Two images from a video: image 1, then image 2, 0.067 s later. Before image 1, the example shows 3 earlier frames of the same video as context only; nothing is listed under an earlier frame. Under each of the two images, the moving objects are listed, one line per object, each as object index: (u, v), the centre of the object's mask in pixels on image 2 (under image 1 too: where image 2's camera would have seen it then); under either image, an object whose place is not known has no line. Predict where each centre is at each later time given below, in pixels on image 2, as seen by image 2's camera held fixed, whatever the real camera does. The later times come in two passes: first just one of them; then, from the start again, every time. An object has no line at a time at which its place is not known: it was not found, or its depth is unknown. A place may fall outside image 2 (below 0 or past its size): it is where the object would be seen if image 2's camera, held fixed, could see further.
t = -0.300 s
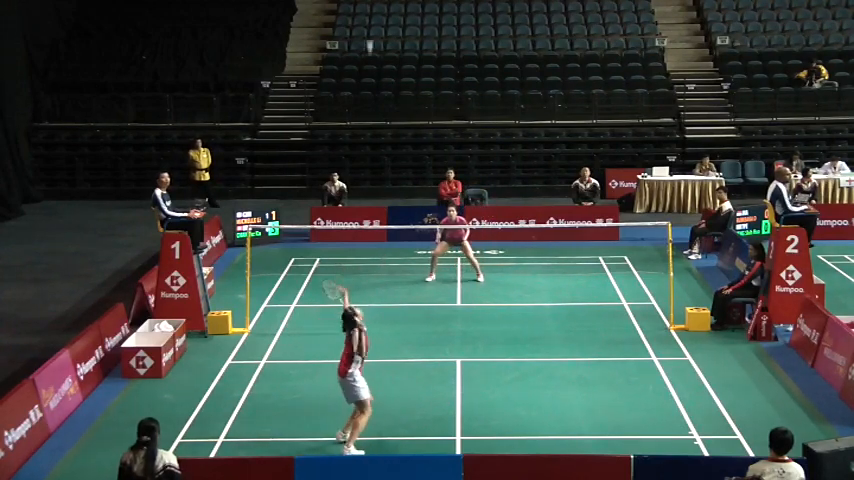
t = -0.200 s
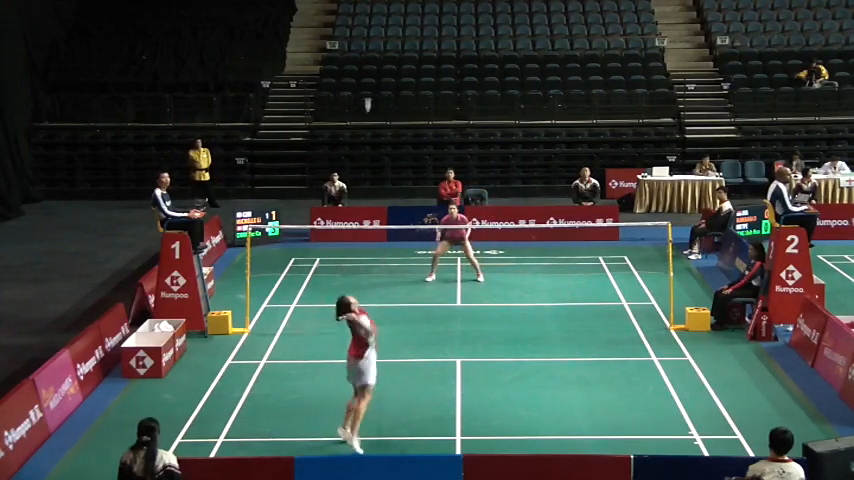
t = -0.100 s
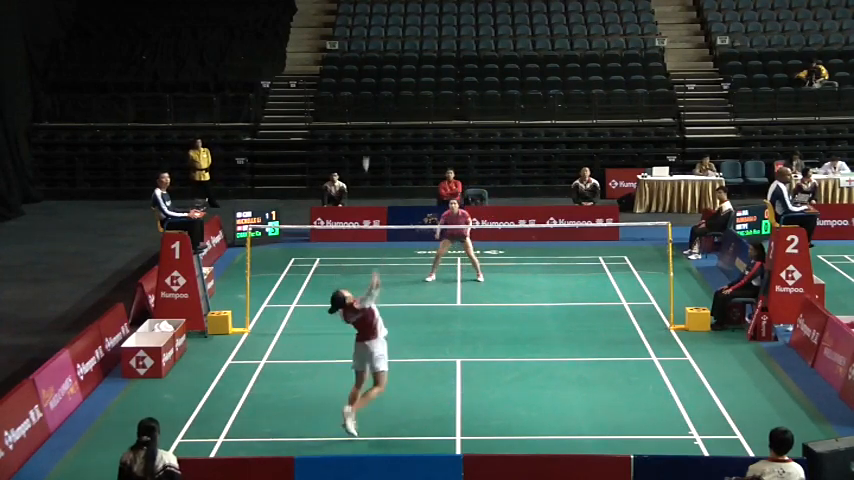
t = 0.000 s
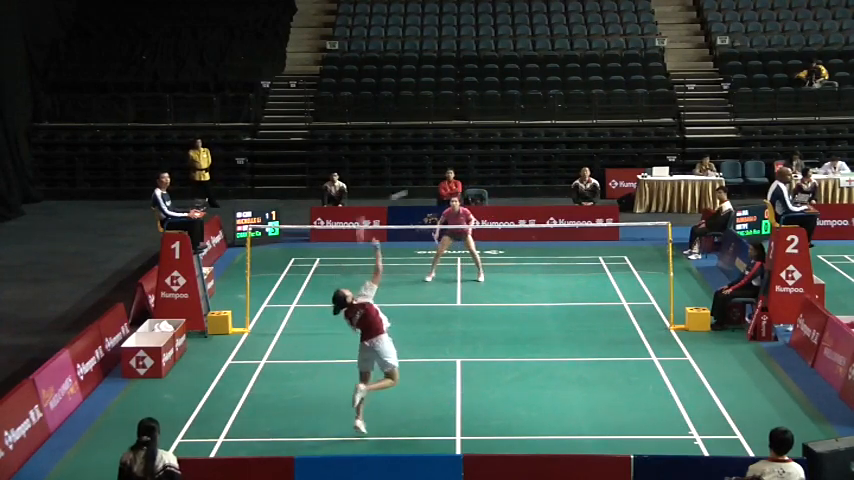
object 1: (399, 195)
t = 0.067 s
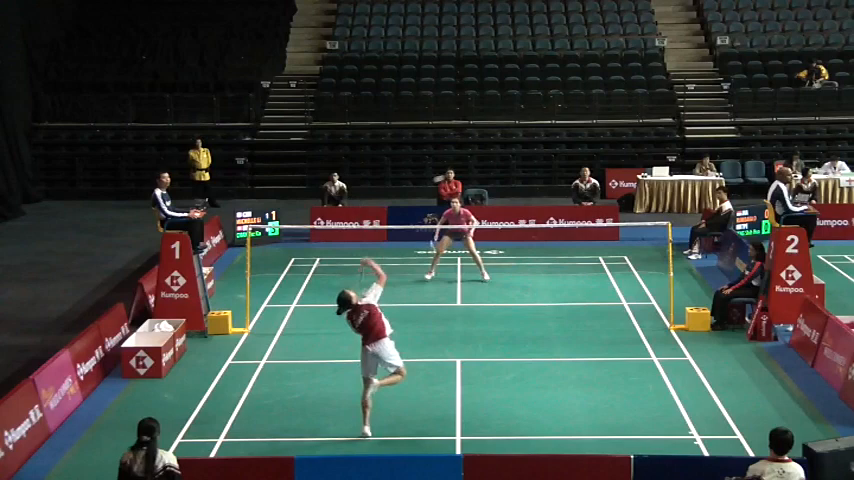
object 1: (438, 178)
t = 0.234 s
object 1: (491, 171)
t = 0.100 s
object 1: (456, 174)
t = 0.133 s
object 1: (465, 172)
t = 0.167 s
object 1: (475, 171)
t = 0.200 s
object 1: (484, 170)
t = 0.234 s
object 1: (491, 171)
